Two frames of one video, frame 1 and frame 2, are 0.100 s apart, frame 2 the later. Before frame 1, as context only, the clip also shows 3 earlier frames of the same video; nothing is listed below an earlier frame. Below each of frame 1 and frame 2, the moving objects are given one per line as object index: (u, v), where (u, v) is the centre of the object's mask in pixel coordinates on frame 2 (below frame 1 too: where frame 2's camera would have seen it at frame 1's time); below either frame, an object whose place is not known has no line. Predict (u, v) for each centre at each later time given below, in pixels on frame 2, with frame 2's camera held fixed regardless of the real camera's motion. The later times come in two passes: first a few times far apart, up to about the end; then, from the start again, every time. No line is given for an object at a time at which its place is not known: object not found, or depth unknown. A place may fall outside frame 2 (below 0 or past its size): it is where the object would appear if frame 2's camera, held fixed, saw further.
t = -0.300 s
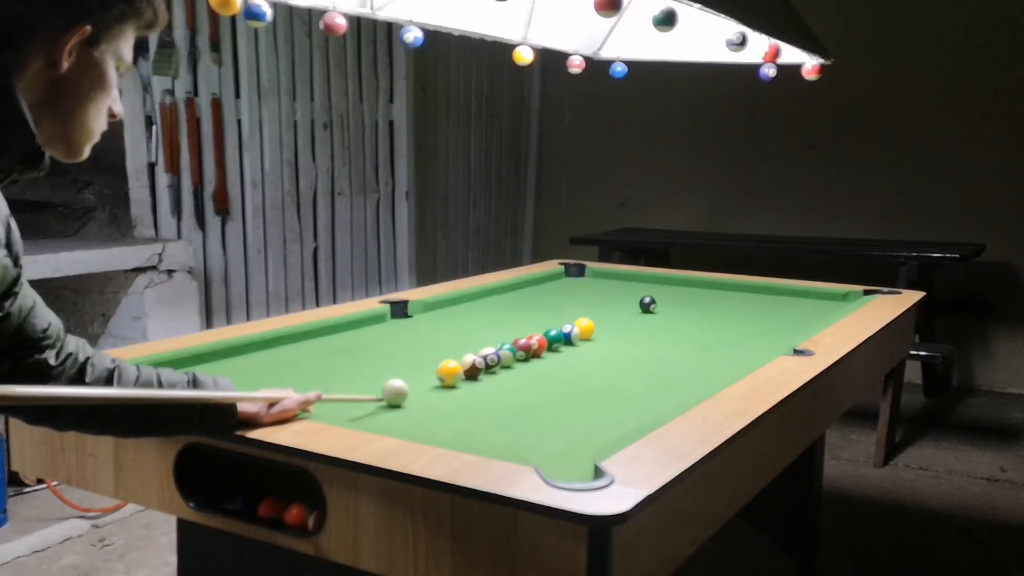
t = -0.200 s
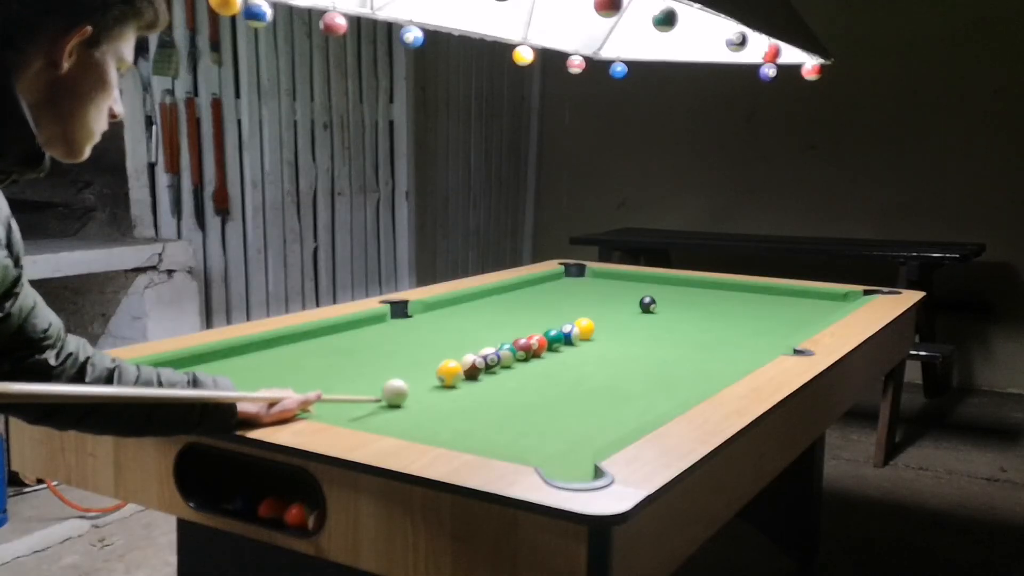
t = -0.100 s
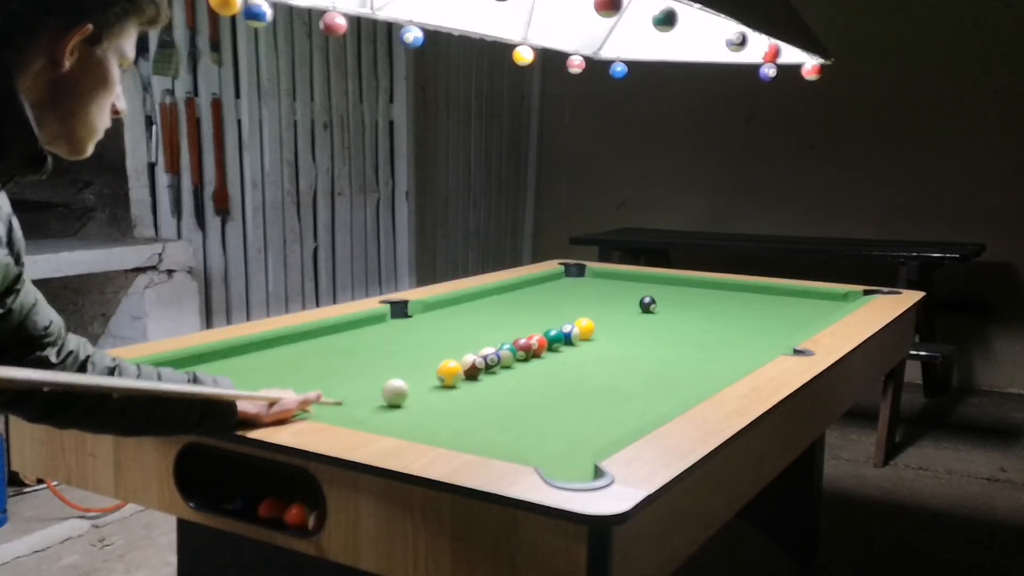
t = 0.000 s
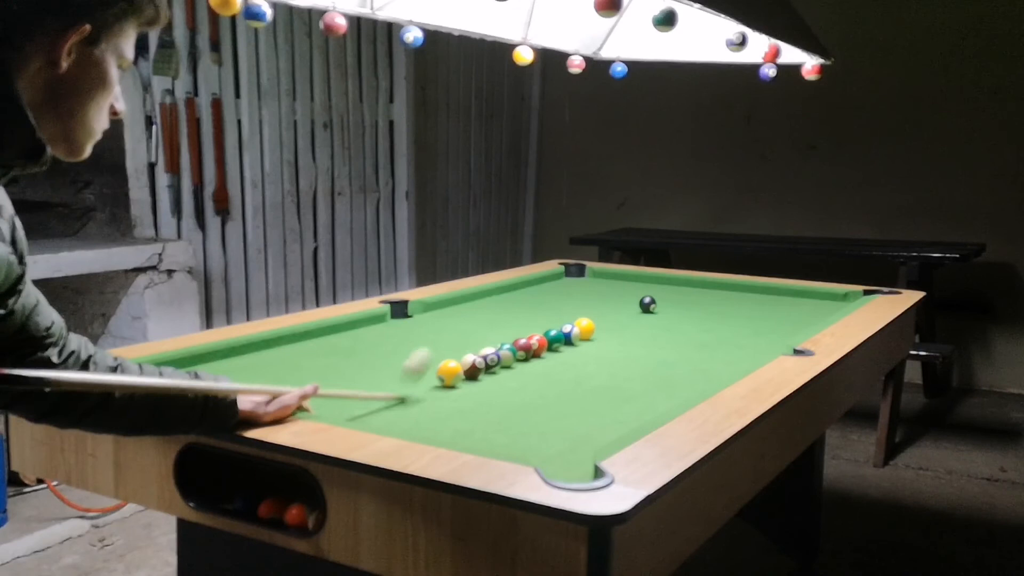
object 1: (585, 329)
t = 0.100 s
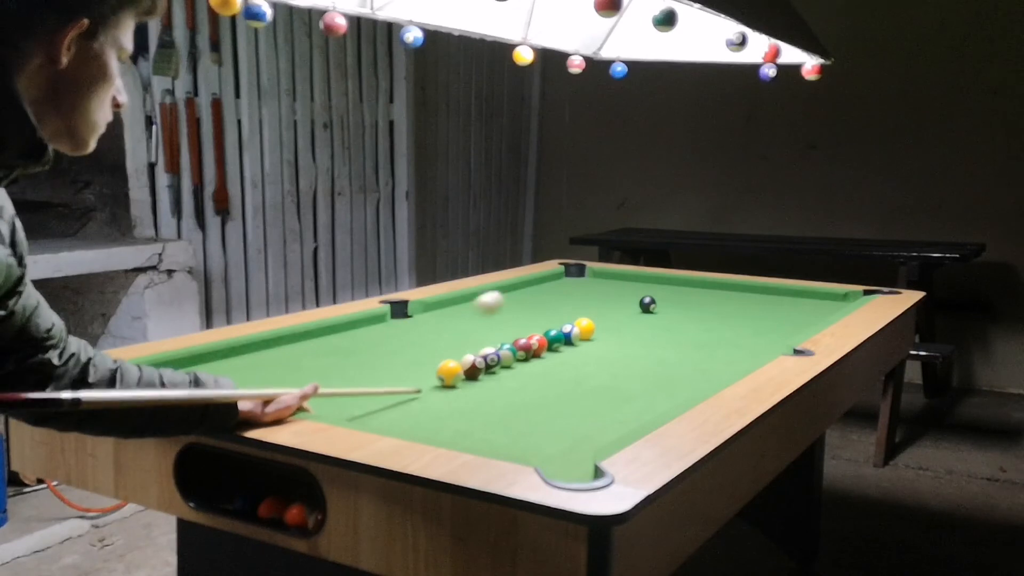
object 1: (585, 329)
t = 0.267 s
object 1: (587, 332)
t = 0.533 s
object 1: (578, 306)
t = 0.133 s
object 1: (586, 329)
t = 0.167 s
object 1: (586, 329)
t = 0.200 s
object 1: (585, 329)
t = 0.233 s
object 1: (586, 329)
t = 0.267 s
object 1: (587, 332)
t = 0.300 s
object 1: (583, 321)
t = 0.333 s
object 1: (583, 318)
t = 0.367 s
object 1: (582, 317)
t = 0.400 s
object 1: (581, 316)
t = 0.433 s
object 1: (580, 314)
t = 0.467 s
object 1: (580, 311)
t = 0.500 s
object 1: (579, 309)
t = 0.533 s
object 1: (578, 306)
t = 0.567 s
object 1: (578, 303)
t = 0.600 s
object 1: (577, 301)
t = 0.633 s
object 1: (577, 298)
